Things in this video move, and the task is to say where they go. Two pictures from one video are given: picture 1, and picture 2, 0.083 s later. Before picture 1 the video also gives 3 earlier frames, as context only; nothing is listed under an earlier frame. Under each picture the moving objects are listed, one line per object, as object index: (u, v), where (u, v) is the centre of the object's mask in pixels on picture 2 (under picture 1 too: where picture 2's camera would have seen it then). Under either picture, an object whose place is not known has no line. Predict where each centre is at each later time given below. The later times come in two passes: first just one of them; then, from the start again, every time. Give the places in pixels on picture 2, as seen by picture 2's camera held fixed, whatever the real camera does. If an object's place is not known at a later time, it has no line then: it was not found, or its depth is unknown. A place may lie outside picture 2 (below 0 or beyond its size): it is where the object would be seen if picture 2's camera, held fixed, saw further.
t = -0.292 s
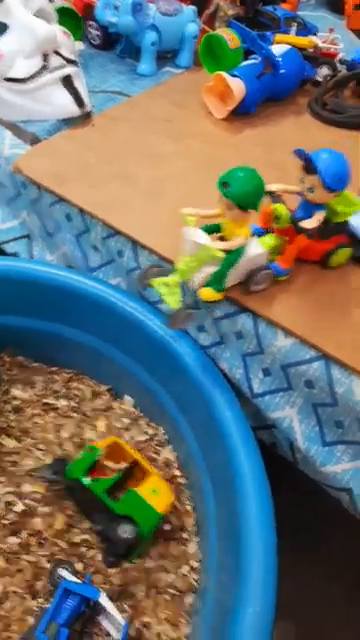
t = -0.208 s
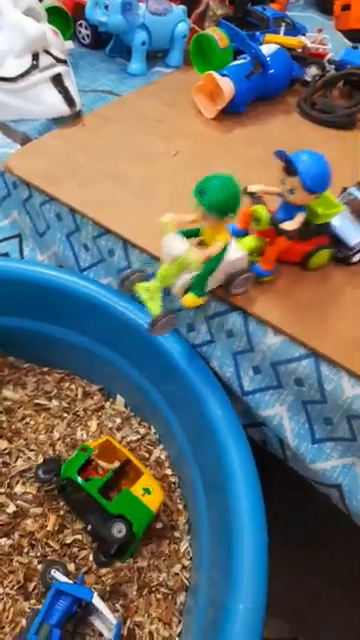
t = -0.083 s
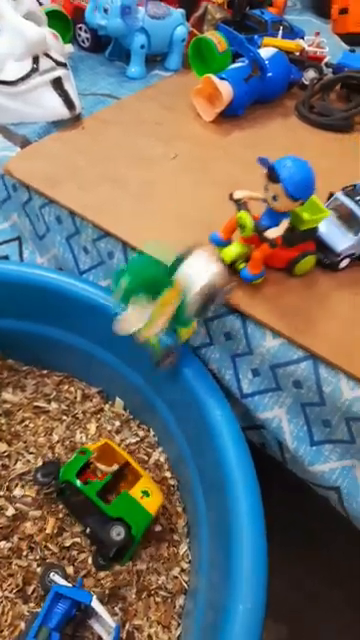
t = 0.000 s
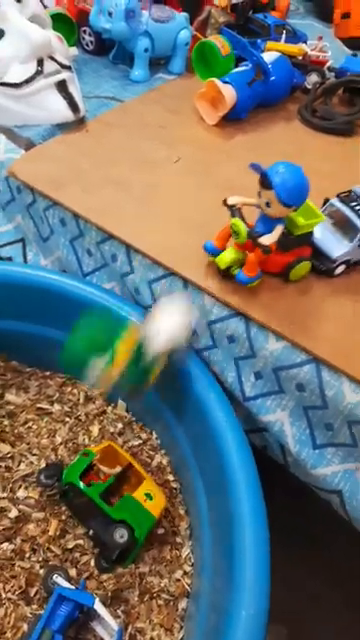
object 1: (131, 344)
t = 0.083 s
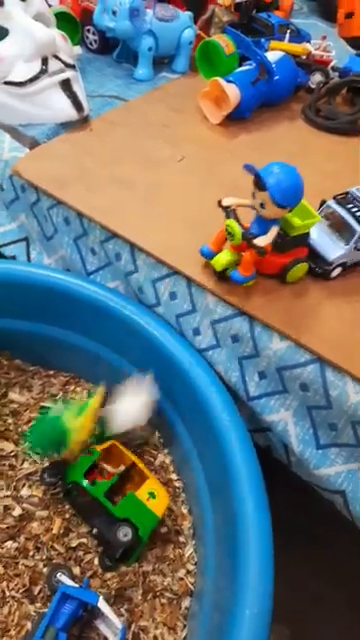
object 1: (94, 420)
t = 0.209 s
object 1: (51, 437)
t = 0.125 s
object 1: (68, 436)
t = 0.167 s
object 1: (54, 442)
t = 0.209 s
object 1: (51, 437)
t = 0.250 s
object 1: (51, 437)
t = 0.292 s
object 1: (58, 432)
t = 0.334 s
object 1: (66, 429)
